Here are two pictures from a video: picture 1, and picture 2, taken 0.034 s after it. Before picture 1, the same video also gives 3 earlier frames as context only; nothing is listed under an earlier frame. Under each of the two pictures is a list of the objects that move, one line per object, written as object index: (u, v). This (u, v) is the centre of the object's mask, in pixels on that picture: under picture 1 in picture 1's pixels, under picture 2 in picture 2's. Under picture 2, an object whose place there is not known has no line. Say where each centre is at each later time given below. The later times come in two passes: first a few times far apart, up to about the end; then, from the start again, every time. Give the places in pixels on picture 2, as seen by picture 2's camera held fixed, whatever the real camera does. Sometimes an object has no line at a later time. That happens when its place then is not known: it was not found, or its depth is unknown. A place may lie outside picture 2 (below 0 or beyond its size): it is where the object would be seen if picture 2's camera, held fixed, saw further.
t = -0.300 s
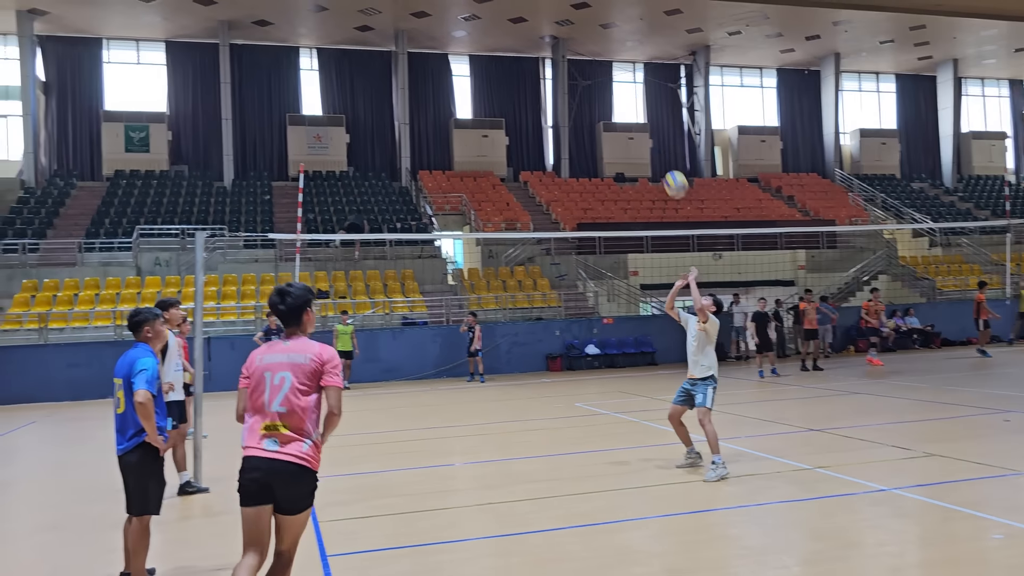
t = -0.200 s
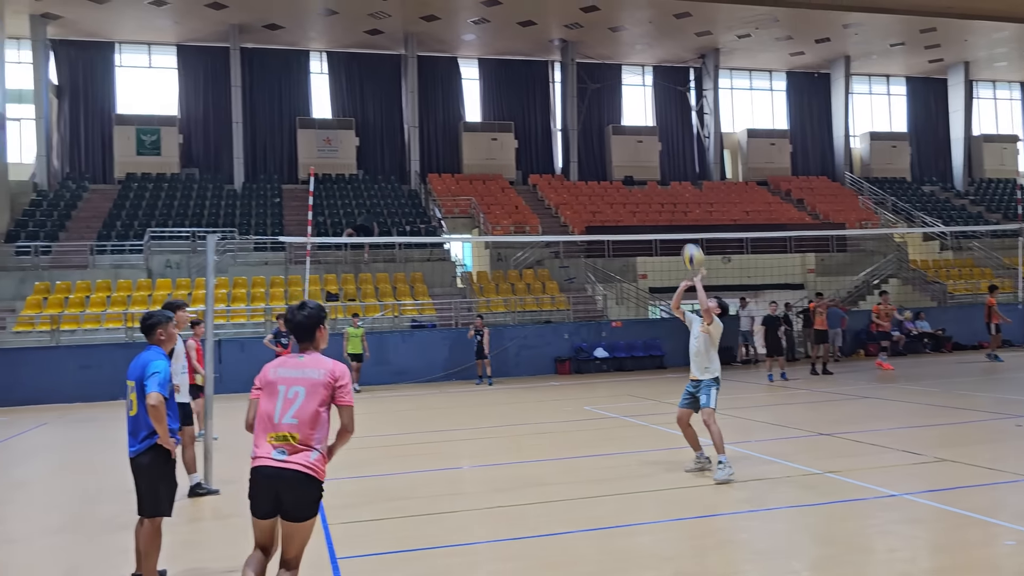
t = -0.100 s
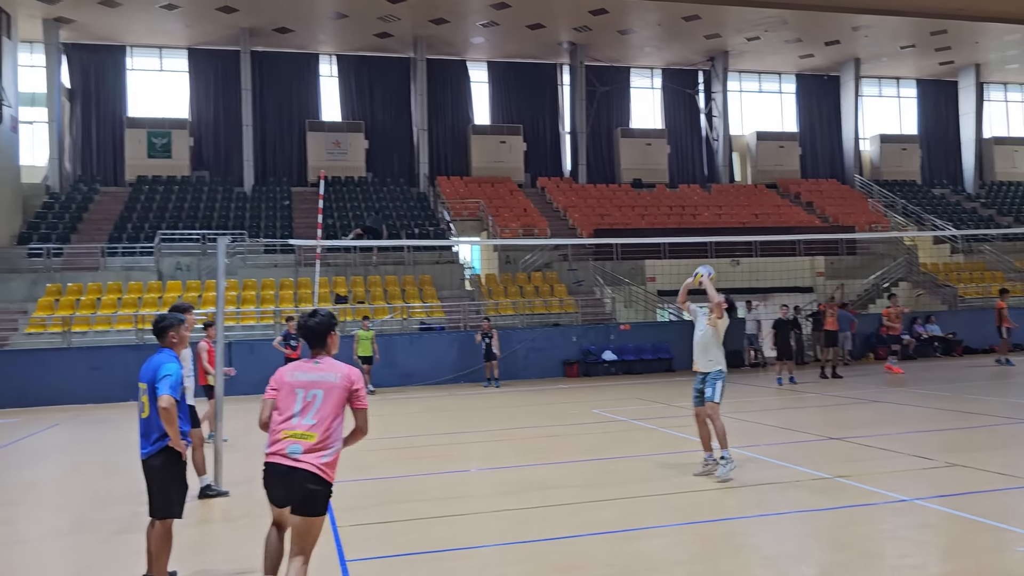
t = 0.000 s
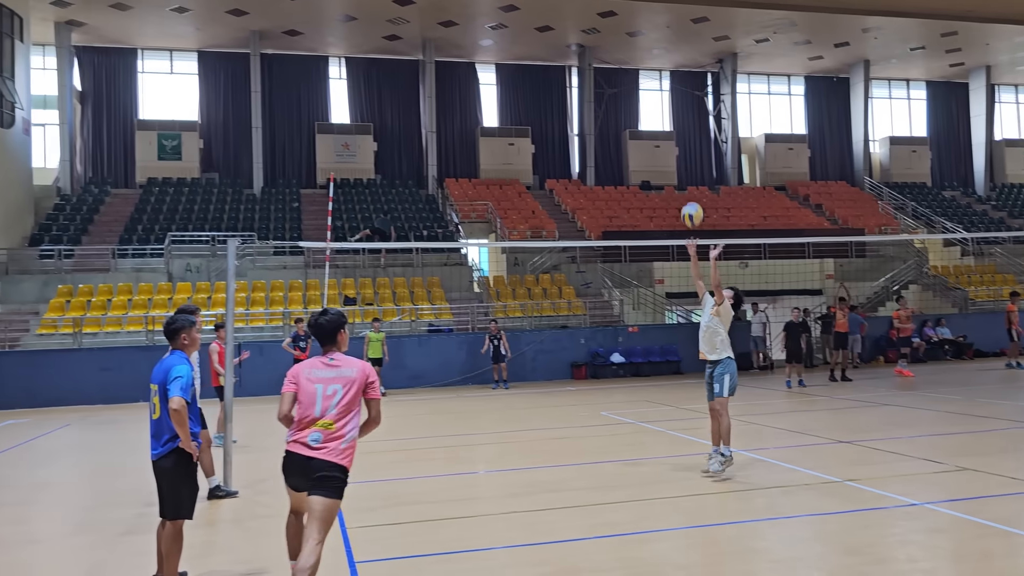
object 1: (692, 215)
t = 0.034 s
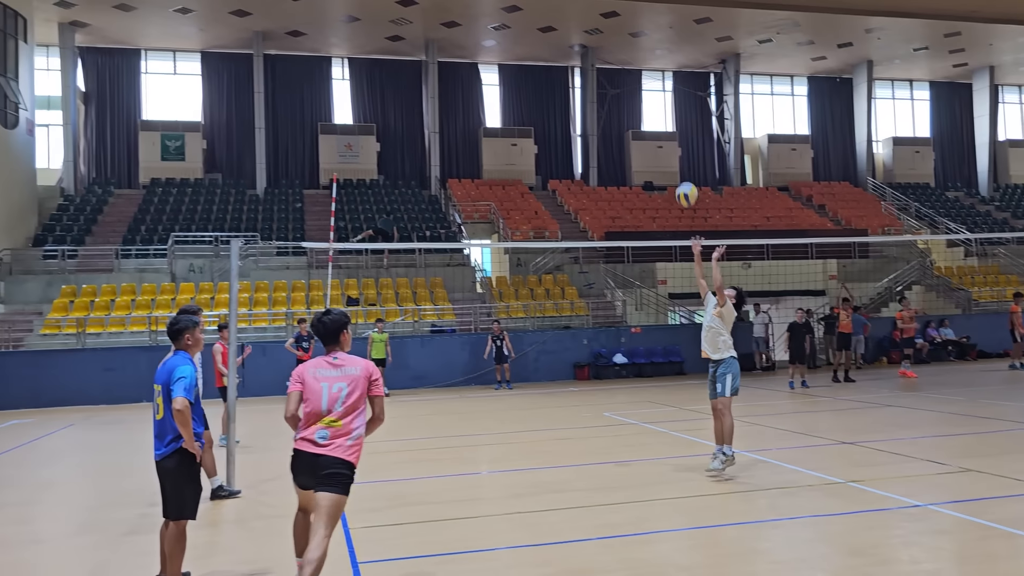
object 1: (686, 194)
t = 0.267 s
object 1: (631, 82)
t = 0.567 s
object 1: (563, 22)
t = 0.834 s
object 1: (508, 41)
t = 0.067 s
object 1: (678, 175)
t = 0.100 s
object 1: (671, 156)
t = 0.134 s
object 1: (662, 140)
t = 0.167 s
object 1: (654, 124)
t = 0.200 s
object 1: (646, 108)
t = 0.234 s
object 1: (638, 95)
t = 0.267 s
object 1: (631, 82)
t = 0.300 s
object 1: (623, 71)
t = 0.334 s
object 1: (615, 61)
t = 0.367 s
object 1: (607, 53)
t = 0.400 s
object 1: (600, 45)
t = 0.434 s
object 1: (592, 38)
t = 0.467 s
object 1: (585, 33)
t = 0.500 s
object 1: (578, 28)
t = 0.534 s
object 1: (570, 25)
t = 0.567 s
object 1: (563, 22)
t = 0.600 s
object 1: (556, 21)
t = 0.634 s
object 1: (549, 21)
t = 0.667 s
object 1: (542, 21)
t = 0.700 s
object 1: (535, 23)
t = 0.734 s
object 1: (528, 26)
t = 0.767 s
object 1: (521, 30)
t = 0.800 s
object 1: (514, 35)
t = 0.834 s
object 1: (508, 41)
